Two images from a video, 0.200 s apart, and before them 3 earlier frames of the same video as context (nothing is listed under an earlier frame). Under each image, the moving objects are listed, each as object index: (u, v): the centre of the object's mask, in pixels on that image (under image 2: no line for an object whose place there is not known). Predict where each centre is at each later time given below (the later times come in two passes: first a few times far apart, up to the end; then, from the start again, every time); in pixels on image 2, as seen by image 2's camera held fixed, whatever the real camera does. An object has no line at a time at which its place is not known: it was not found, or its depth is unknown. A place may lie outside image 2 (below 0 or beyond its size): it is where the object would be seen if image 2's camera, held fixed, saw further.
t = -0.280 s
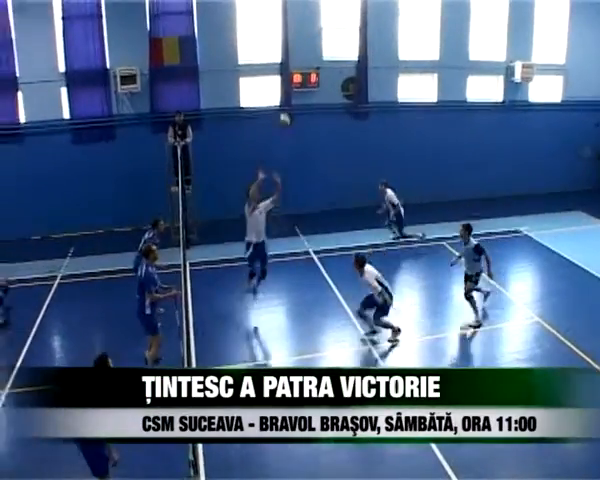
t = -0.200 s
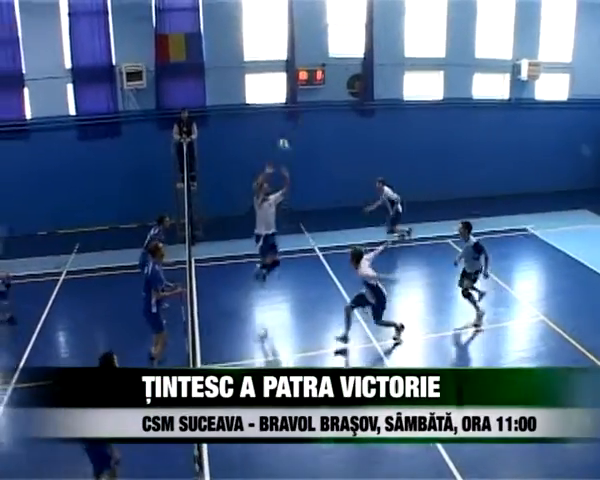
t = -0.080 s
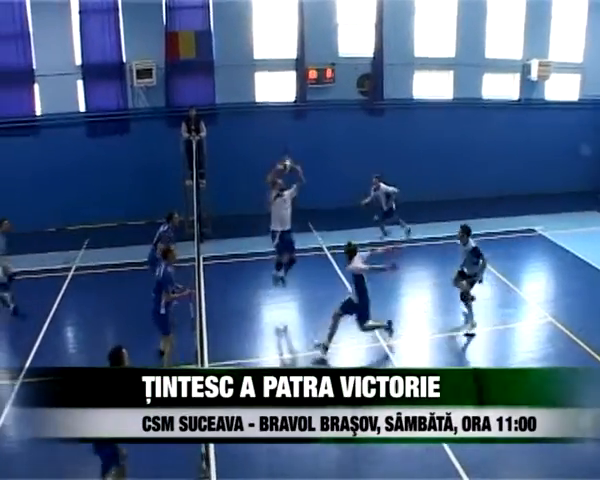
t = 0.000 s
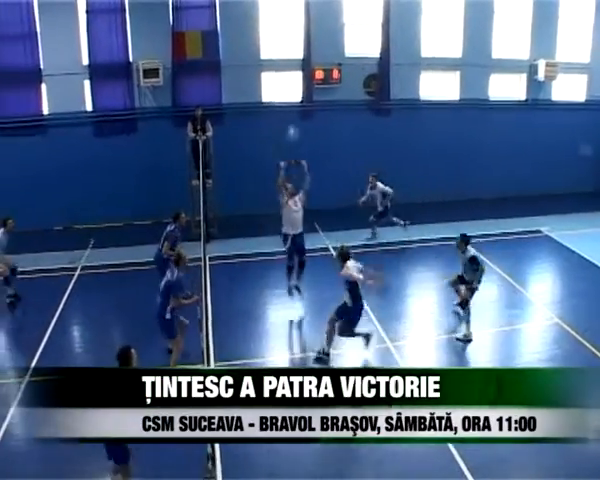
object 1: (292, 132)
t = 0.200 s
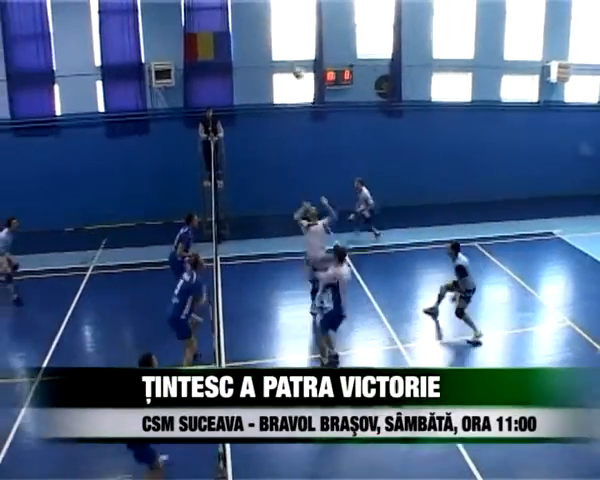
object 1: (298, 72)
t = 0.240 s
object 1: (299, 64)
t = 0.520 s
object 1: (291, 31)
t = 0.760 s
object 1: (286, 38)
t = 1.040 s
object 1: (282, 85)
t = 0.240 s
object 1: (299, 64)
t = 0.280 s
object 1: (296, 58)
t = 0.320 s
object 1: (295, 51)
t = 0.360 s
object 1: (294, 45)
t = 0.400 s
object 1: (293, 39)
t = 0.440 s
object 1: (293, 35)
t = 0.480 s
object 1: (292, 30)
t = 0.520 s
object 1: (291, 31)
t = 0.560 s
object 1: (291, 29)
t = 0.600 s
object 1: (290, 29)
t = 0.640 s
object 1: (290, 30)
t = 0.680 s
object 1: (287, 31)
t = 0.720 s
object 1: (287, 35)
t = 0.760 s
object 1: (286, 38)
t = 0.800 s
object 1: (285, 43)
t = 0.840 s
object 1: (285, 49)
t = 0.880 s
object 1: (284, 56)
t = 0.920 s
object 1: (283, 61)
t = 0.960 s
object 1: (284, 66)
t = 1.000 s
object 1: (283, 75)
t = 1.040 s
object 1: (282, 85)
